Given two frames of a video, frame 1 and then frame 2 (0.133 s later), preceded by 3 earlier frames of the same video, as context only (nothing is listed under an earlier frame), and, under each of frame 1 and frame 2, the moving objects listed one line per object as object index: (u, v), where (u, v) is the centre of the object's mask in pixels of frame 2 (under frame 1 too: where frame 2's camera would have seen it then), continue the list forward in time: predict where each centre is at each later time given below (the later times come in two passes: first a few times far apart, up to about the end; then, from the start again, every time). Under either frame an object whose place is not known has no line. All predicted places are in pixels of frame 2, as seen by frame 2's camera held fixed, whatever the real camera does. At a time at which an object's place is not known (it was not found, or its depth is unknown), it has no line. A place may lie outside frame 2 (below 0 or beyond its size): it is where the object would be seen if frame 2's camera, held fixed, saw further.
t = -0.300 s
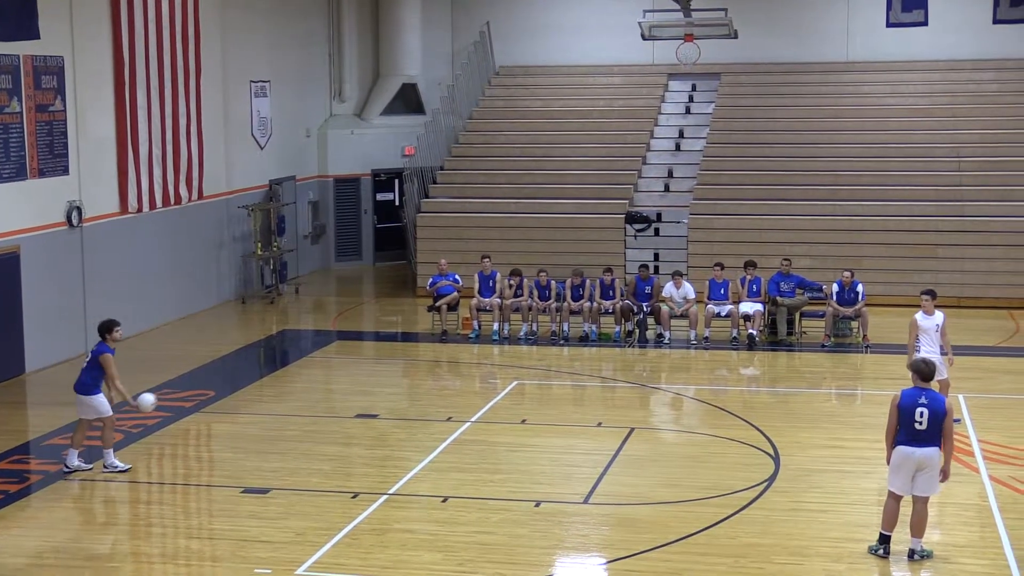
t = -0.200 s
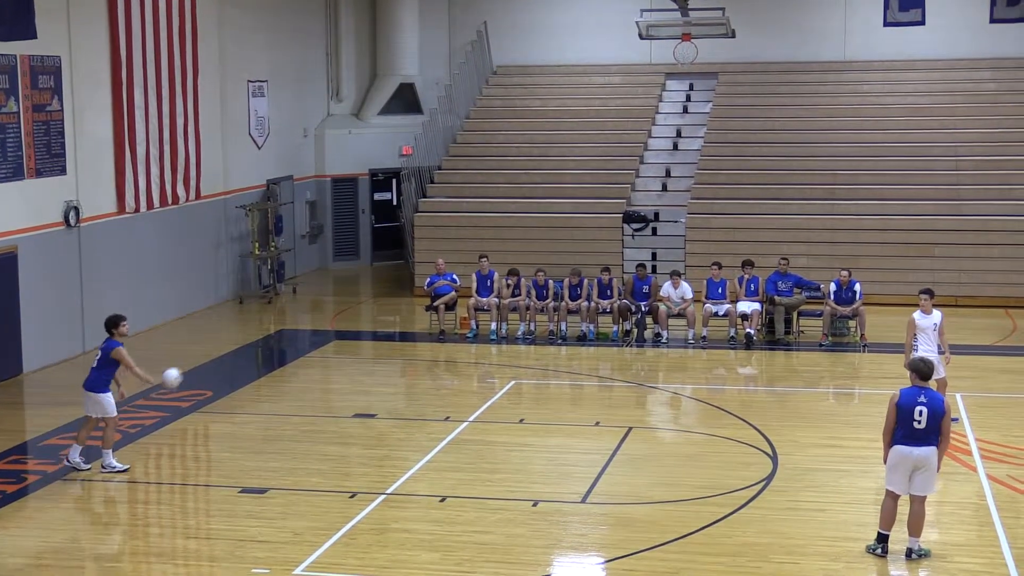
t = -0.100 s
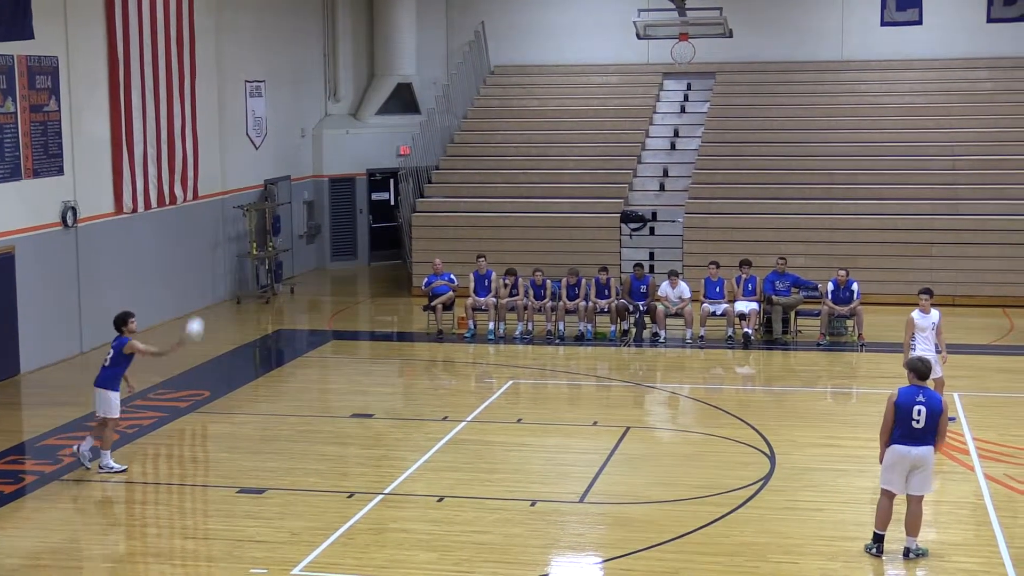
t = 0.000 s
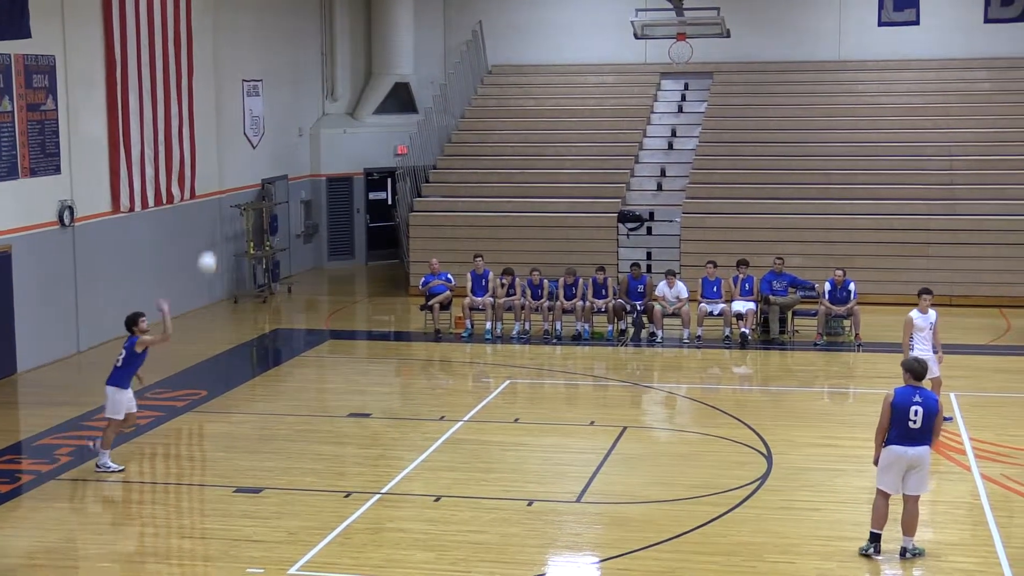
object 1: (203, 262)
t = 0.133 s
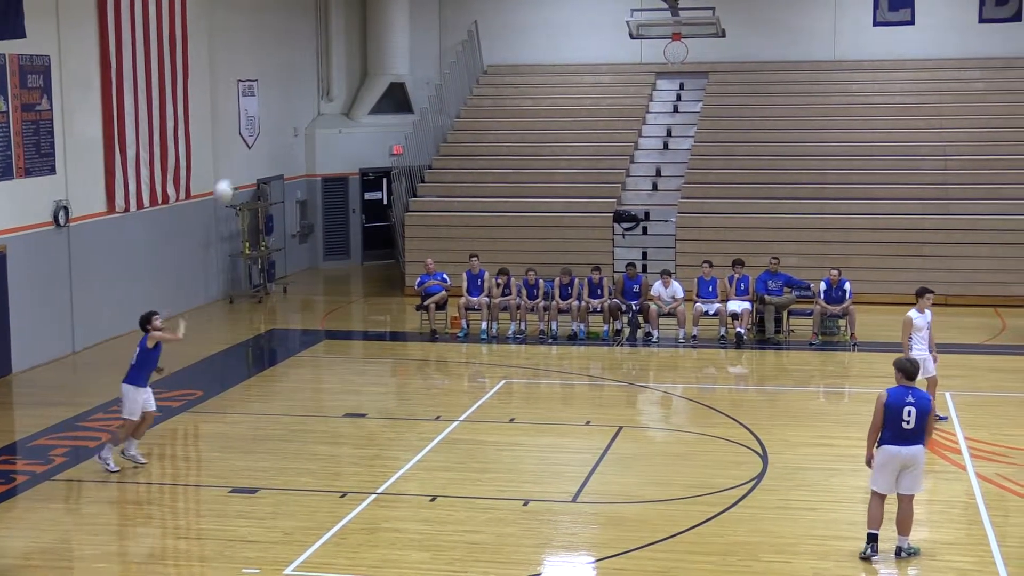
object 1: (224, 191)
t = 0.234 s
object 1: (239, 144)
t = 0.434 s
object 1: (271, 85)
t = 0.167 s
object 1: (229, 171)
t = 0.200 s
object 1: (234, 158)
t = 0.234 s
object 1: (239, 144)
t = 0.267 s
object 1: (244, 133)
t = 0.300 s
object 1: (250, 121)
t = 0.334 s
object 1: (254, 110)
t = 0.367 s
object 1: (260, 100)
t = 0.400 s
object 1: (264, 92)
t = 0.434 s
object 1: (271, 85)
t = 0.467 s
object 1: (275, 80)
